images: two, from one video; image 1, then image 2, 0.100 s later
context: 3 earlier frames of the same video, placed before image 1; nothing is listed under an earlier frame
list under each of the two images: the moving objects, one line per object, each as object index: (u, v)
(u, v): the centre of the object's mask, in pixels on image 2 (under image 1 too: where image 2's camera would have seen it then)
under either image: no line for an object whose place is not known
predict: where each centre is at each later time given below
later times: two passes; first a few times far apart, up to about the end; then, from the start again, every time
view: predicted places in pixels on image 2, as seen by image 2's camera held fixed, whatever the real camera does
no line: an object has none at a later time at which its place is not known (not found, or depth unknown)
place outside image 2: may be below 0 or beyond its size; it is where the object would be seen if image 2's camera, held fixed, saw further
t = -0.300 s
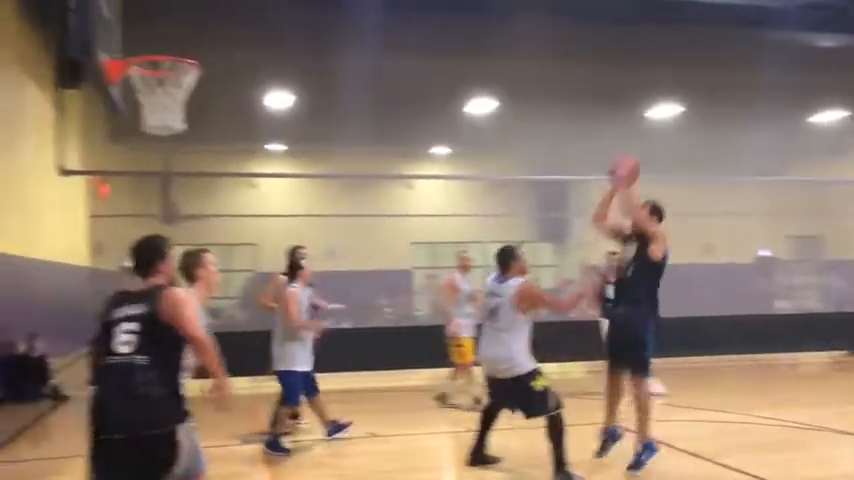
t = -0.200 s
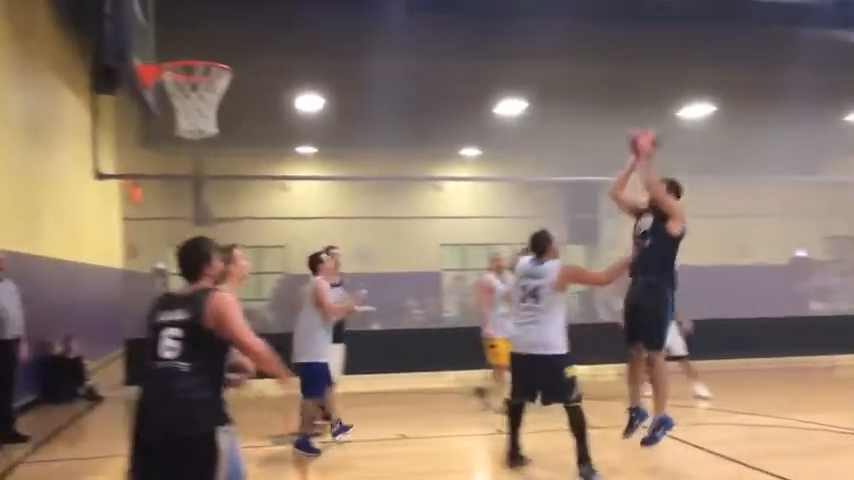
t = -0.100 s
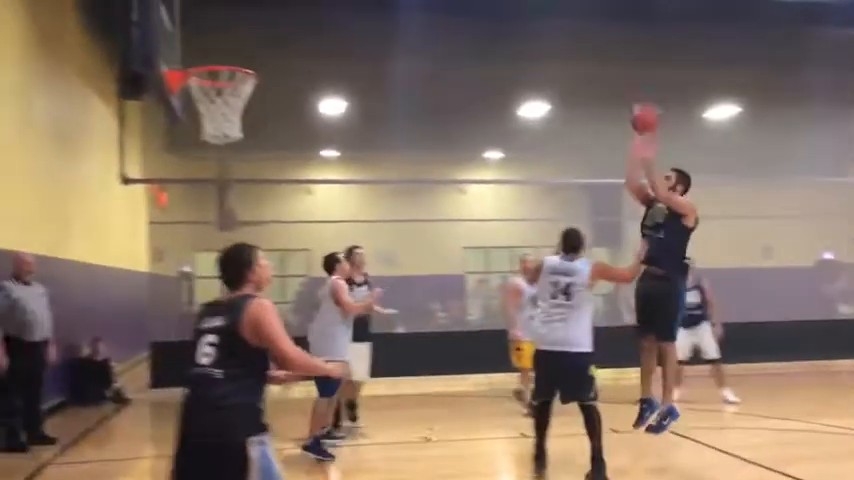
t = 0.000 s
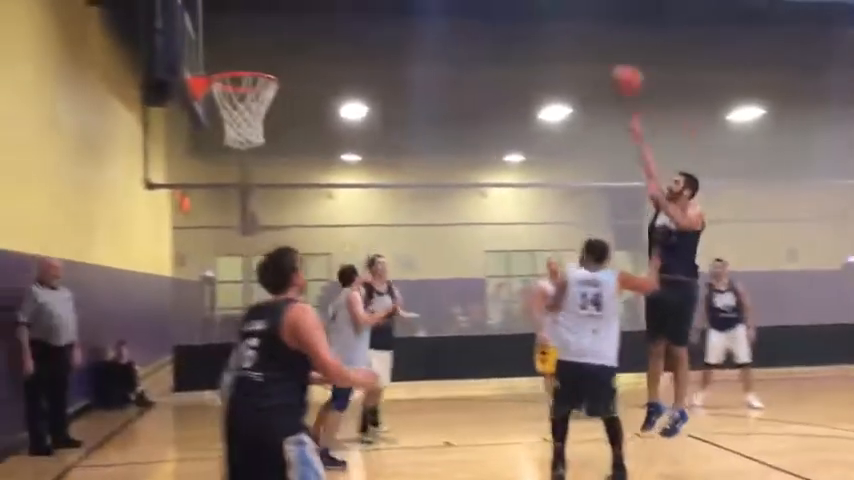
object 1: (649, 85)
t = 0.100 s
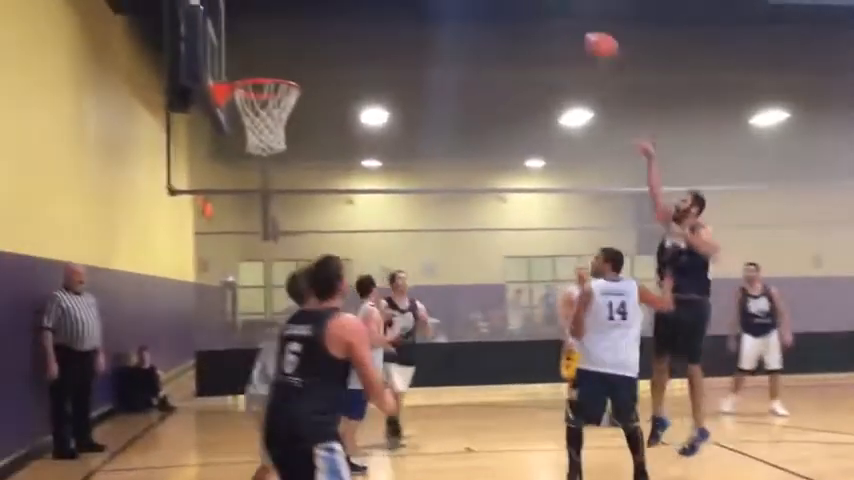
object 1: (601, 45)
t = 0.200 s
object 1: (552, 21)
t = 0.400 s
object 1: (453, 7)
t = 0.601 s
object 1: (354, 39)
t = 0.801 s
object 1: (293, 59)
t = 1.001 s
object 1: (280, 60)
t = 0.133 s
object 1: (584, 37)
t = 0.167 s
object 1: (568, 27)
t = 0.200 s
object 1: (552, 21)
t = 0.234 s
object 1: (535, 15)
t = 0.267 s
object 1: (519, 11)
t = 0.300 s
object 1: (502, 8)
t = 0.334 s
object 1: (486, 6)
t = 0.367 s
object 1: (469, 6)
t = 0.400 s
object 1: (453, 7)
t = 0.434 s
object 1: (437, 9)
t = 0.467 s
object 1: (420, 11)
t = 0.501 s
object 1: (403, 16)
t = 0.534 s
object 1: (387, 23)
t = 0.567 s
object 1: (370, 30)
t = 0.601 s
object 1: (354, 39)
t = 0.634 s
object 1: (335, 51)
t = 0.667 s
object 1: (319, 63)
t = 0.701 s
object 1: (303, 72)
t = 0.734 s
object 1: (300, 66)
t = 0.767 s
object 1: (296, 63)
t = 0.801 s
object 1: (293, 59)
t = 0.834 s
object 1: (292, 55)
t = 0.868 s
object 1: (290, 56)
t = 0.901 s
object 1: (288, 55)
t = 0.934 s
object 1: (285, 55)
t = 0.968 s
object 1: (282, 57)
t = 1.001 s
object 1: (280, 60)
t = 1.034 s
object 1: (277, 65)
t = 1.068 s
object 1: (275, 69)
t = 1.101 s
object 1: (273, 73)
